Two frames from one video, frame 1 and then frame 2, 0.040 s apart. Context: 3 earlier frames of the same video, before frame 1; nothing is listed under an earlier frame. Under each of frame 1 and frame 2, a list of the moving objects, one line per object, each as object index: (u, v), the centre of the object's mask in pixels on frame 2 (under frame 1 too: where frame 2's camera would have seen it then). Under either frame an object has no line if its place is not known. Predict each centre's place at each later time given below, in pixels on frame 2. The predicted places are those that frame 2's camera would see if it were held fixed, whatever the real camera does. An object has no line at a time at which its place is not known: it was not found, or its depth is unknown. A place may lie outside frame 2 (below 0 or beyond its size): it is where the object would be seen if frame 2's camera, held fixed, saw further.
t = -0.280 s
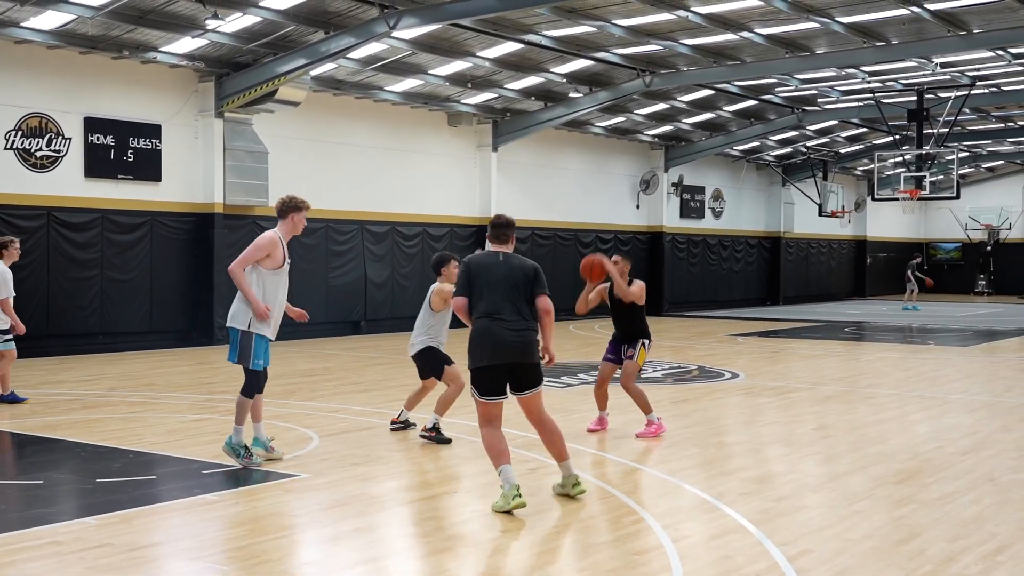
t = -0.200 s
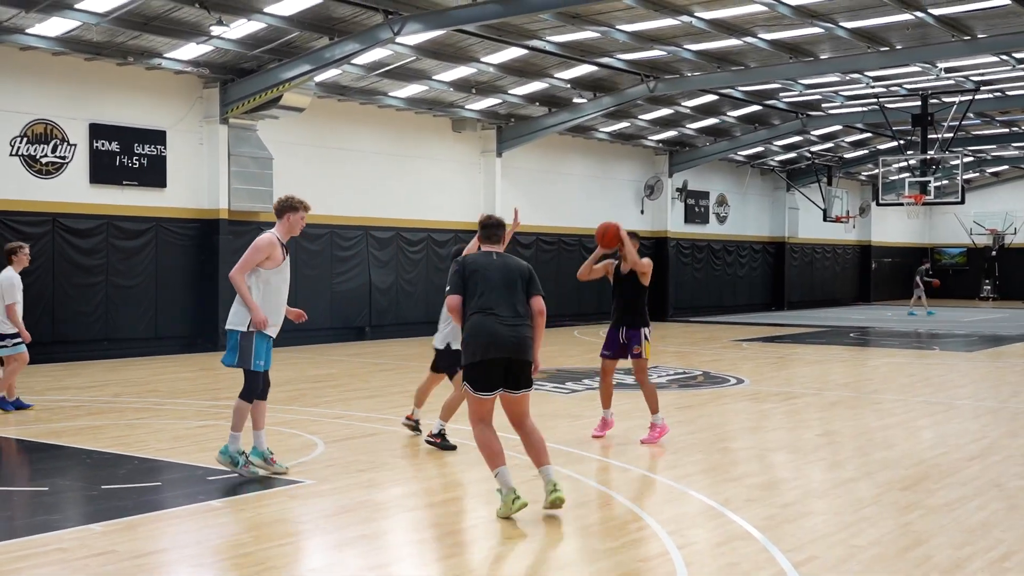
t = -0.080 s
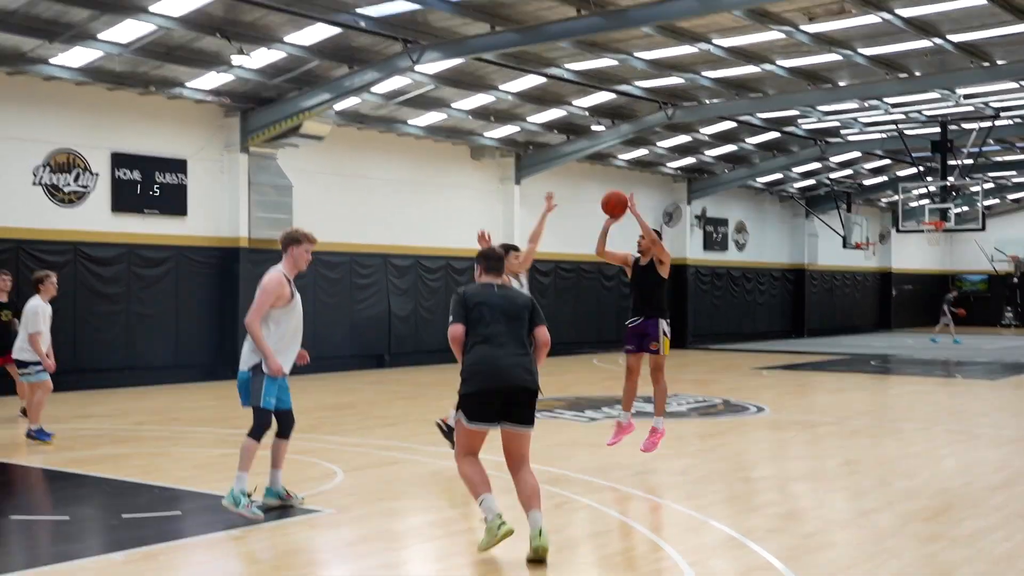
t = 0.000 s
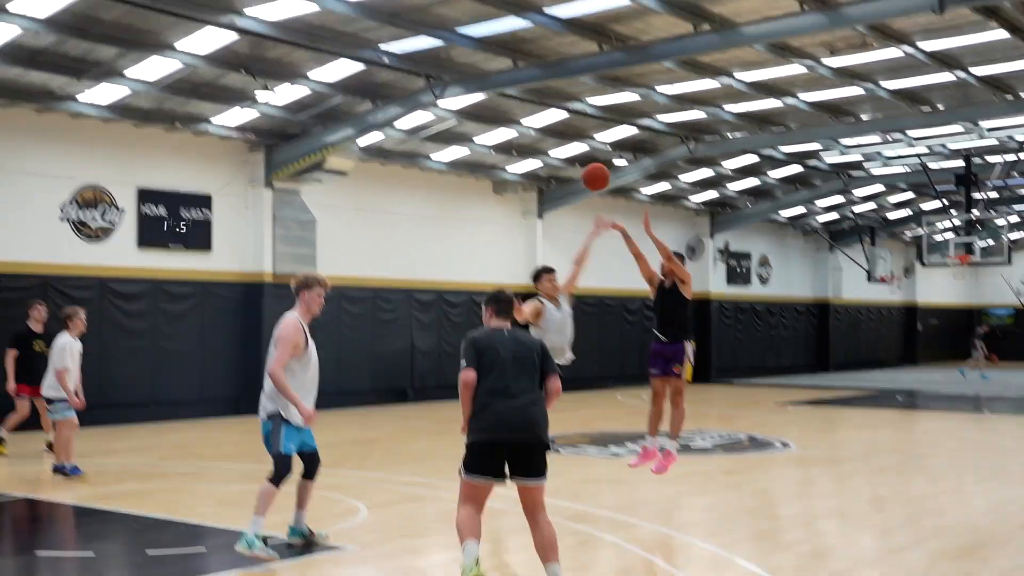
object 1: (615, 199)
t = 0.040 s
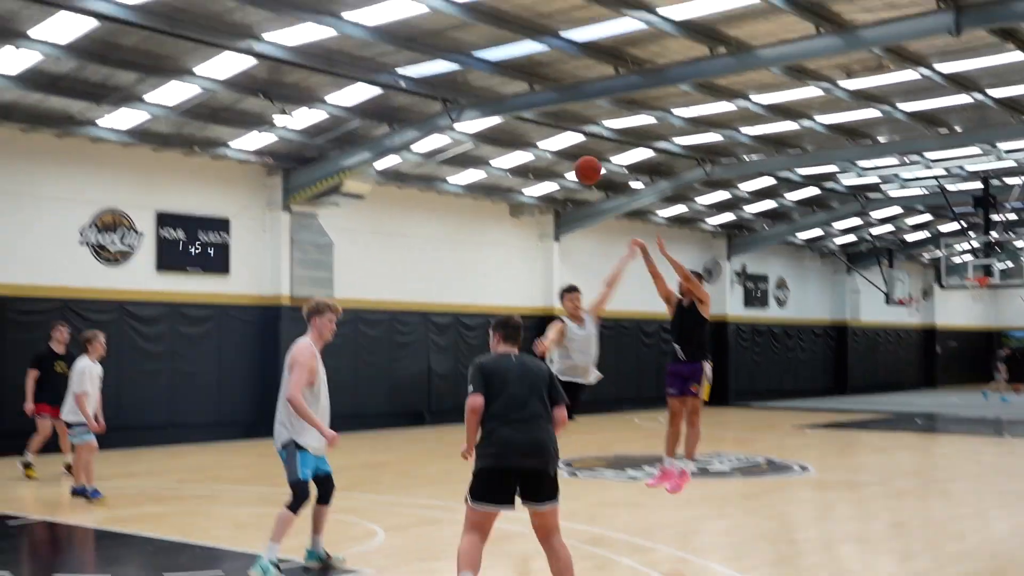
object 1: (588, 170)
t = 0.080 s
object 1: (561, 142)
